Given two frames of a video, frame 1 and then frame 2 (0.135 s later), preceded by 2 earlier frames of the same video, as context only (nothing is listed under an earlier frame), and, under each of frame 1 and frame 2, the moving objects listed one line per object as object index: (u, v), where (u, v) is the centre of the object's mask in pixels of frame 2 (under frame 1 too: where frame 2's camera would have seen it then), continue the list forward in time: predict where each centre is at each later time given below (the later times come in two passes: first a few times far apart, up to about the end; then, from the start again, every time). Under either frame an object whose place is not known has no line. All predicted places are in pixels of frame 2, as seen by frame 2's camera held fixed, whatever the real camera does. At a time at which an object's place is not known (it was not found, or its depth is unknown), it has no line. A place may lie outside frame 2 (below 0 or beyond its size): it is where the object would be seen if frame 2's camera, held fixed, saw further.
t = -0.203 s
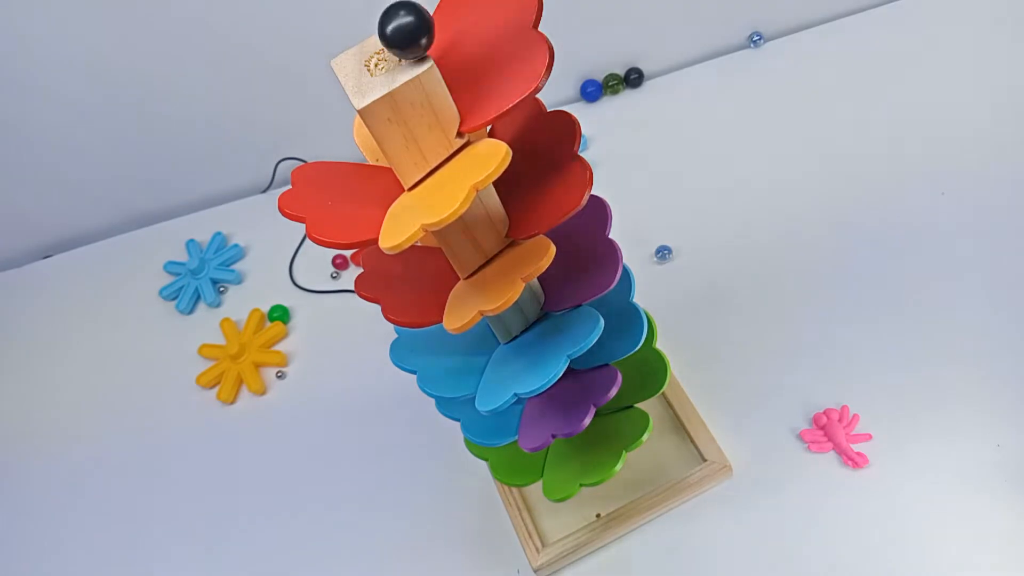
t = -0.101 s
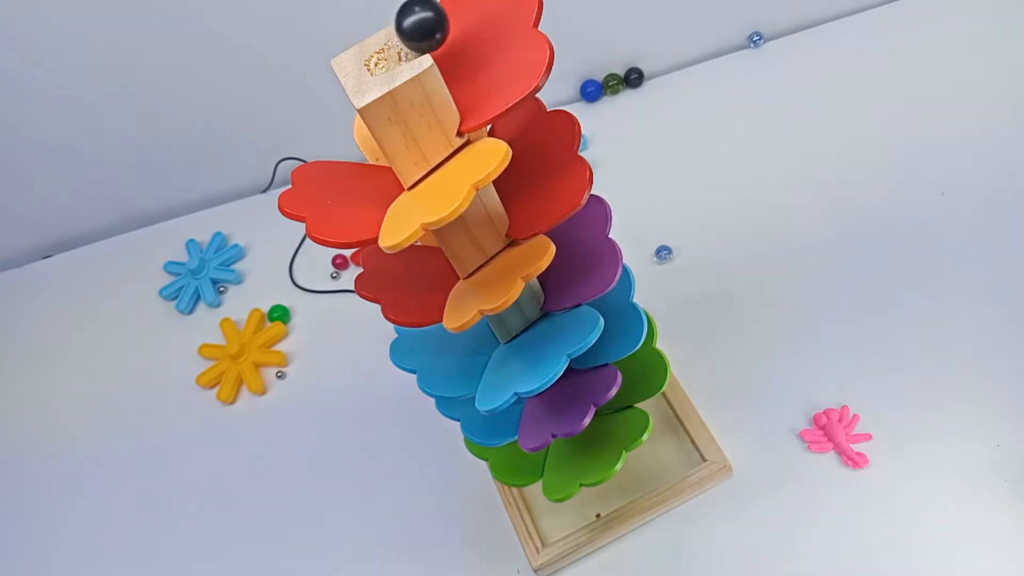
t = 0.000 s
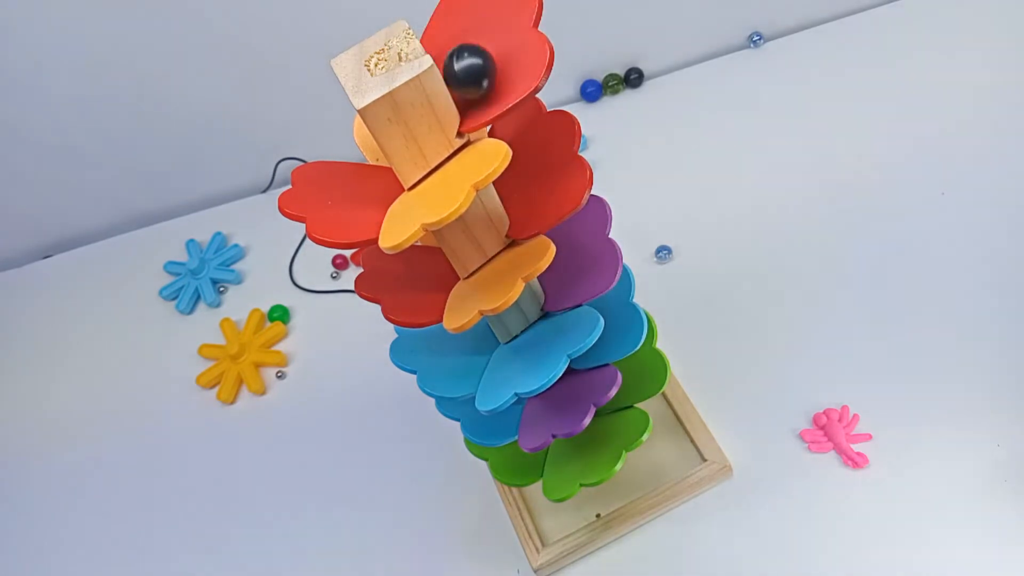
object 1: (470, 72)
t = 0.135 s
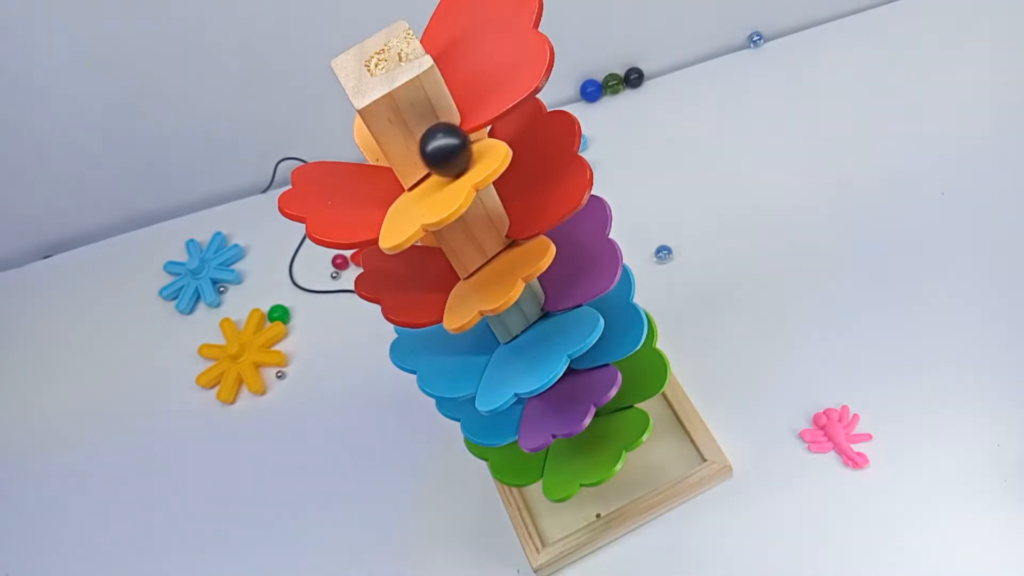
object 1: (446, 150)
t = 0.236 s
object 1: (385, 193)
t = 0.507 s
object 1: (345, 117)
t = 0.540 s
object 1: (352, 125)
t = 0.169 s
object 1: (424, 165)
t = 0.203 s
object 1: (405, 180)
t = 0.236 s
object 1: (385, 193)
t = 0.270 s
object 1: (363, 203)
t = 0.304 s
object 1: (350, 190)
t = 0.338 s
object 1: (349, 177)
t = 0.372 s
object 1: (358, 161)
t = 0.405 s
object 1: (353, 147)
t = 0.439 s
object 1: (347, 129)
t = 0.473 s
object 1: (344, 120)
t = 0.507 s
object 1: (345, 117)
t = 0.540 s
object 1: (352, 125)
